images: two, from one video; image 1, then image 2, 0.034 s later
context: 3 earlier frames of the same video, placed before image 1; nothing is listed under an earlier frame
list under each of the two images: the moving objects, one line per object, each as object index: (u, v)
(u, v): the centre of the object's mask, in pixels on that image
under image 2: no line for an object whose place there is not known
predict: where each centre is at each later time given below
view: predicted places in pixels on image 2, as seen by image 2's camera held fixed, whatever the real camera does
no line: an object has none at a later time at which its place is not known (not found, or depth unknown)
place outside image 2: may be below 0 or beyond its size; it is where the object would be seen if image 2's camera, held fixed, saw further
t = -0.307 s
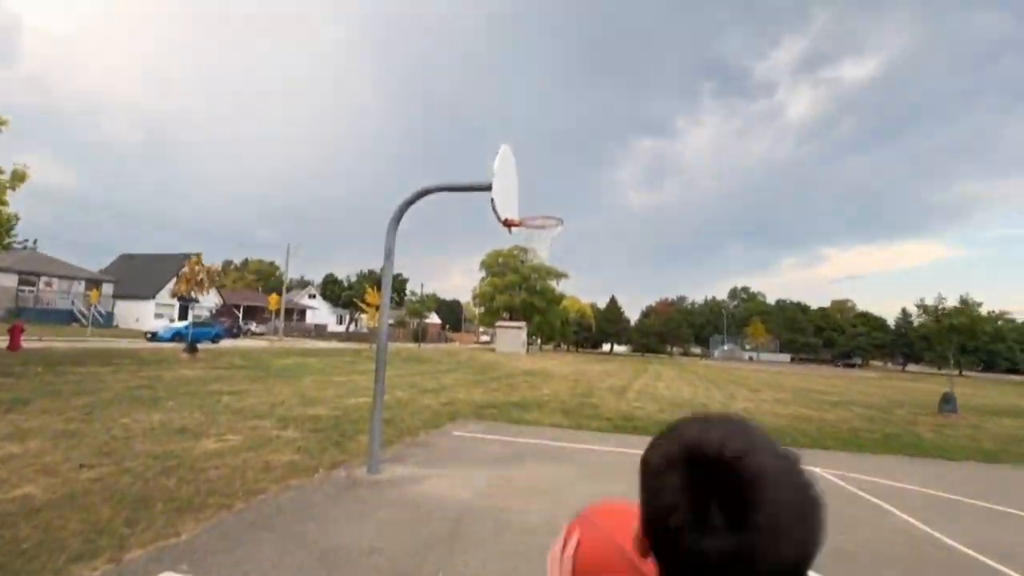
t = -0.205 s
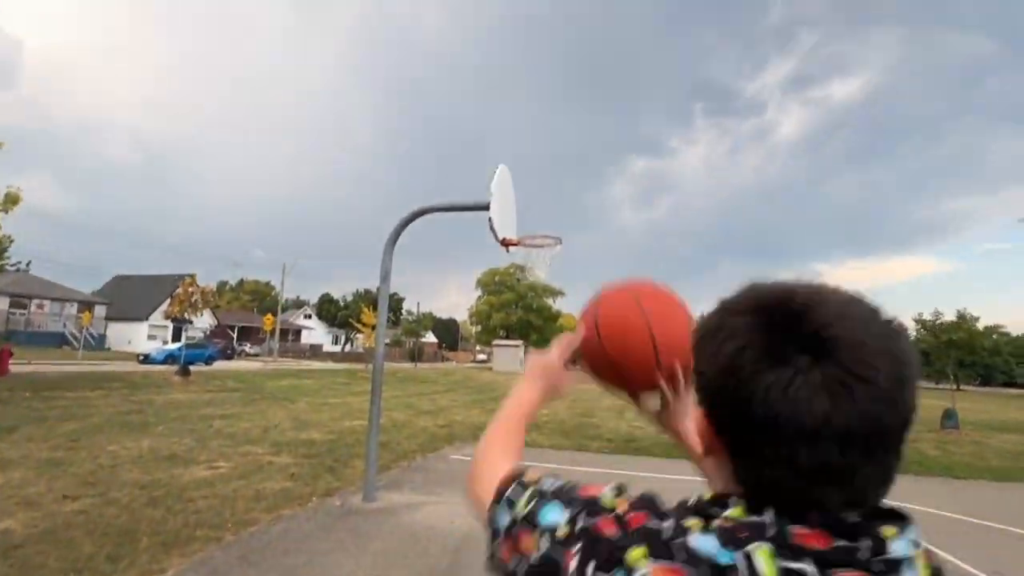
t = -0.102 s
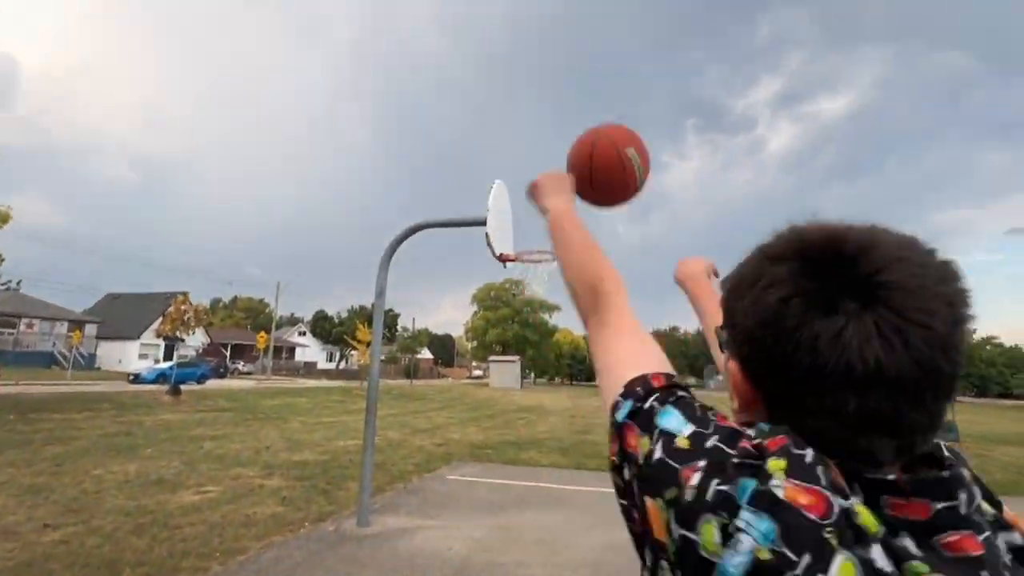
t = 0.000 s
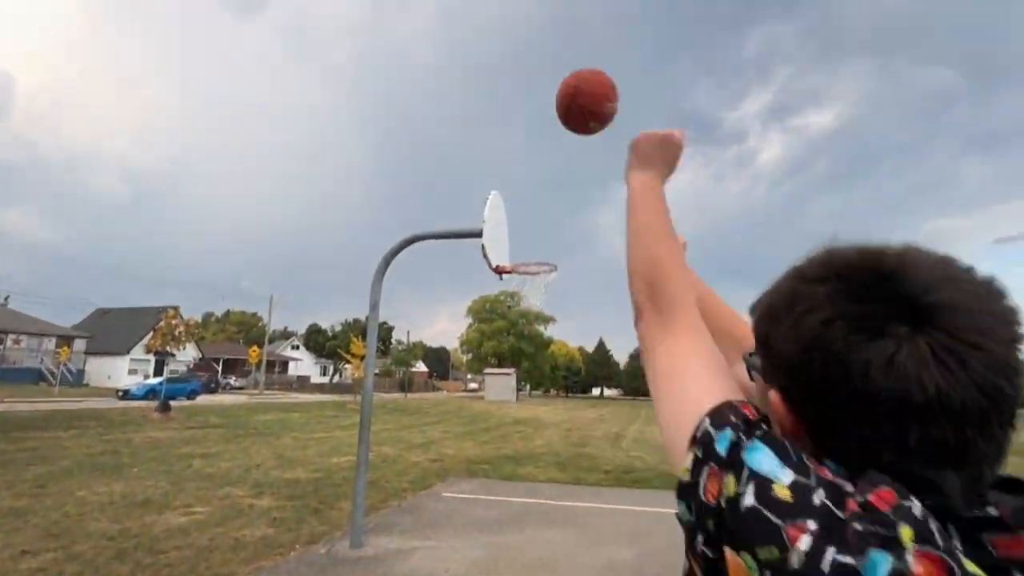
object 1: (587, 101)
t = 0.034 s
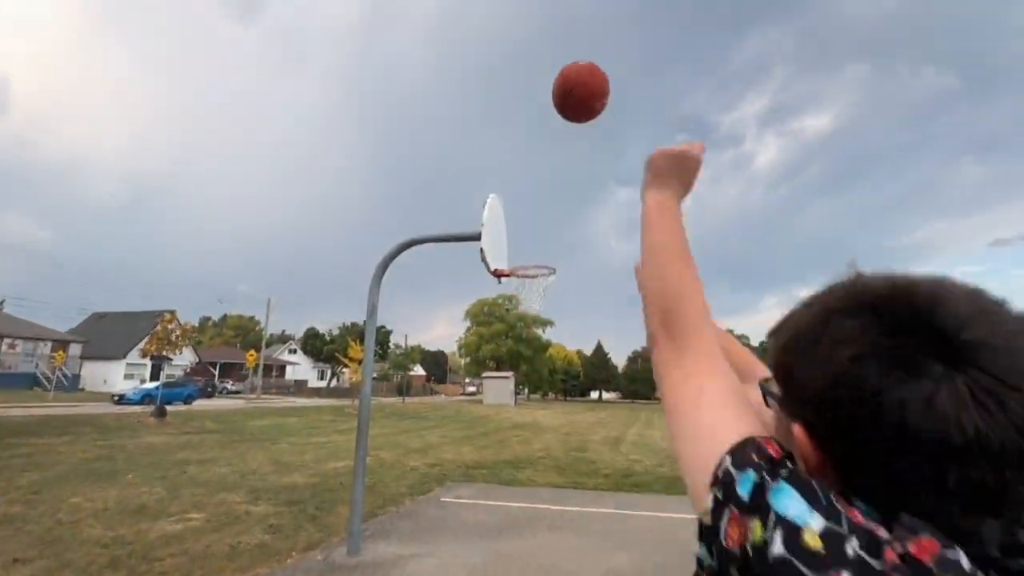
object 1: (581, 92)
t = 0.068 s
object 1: (574, 87)
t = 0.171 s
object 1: (558, 88)
